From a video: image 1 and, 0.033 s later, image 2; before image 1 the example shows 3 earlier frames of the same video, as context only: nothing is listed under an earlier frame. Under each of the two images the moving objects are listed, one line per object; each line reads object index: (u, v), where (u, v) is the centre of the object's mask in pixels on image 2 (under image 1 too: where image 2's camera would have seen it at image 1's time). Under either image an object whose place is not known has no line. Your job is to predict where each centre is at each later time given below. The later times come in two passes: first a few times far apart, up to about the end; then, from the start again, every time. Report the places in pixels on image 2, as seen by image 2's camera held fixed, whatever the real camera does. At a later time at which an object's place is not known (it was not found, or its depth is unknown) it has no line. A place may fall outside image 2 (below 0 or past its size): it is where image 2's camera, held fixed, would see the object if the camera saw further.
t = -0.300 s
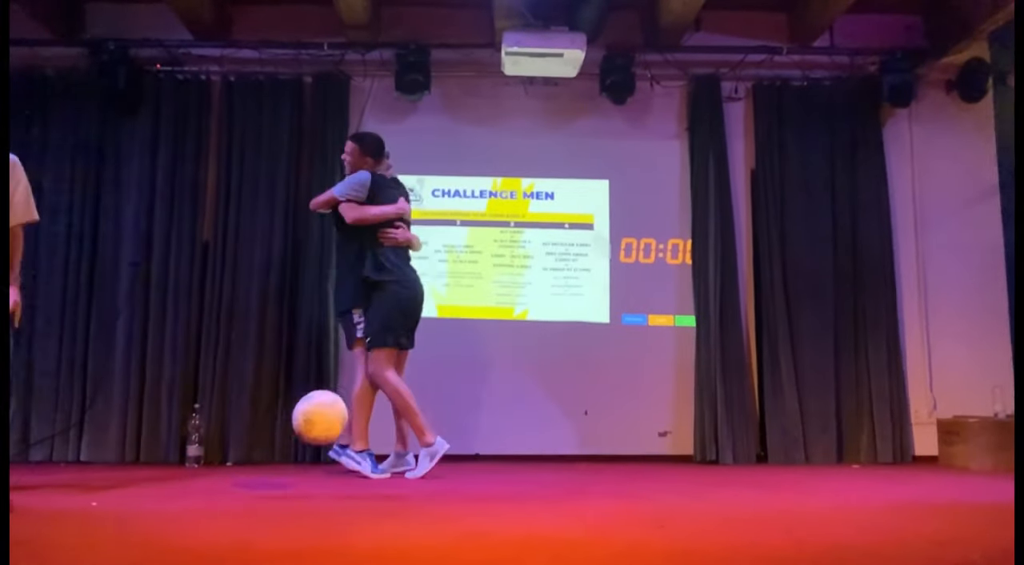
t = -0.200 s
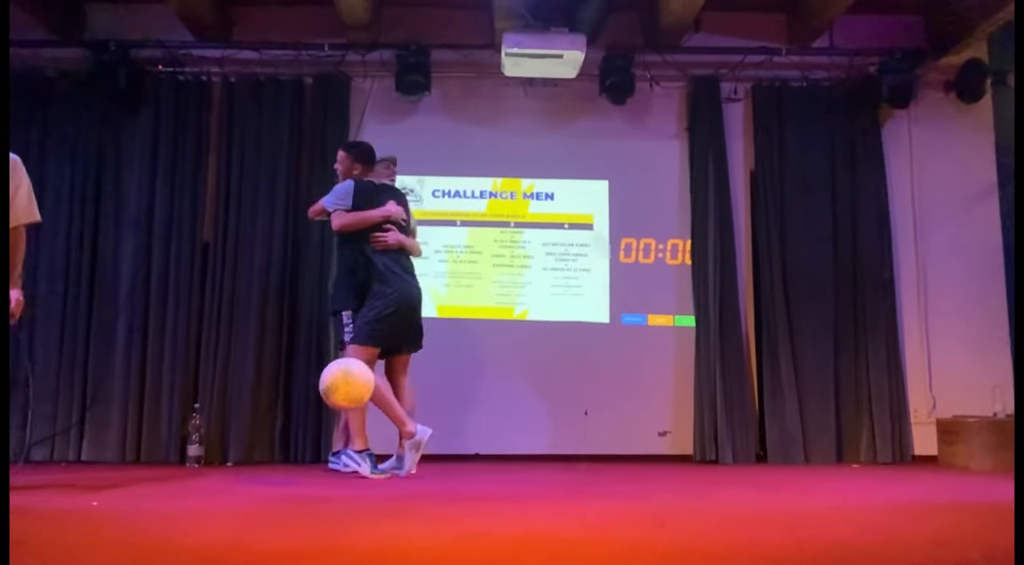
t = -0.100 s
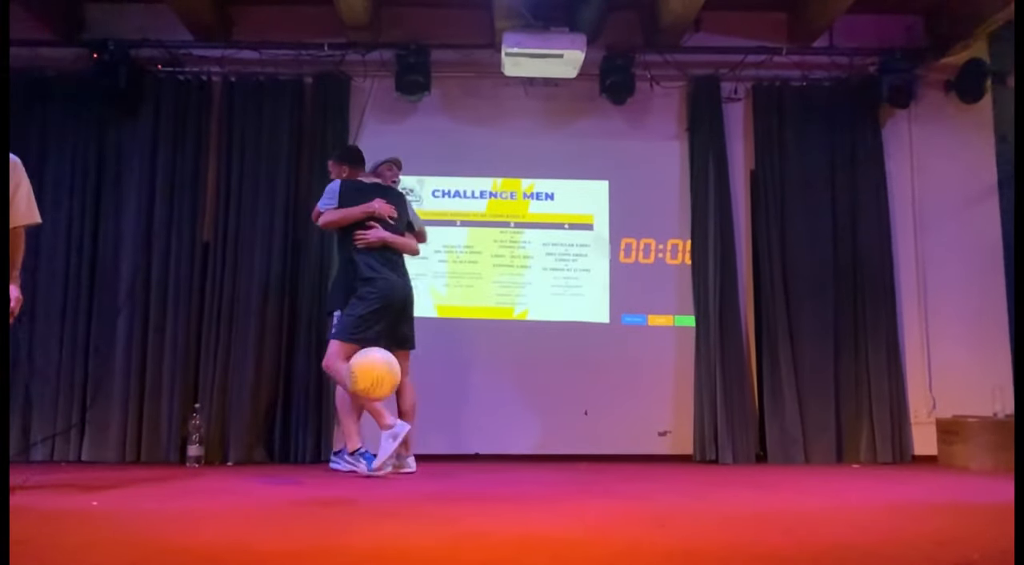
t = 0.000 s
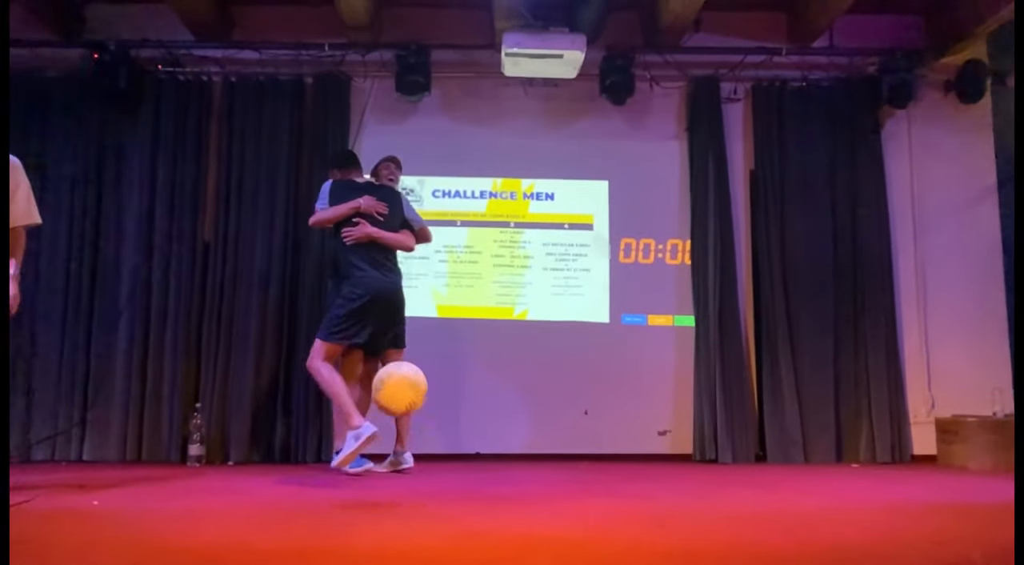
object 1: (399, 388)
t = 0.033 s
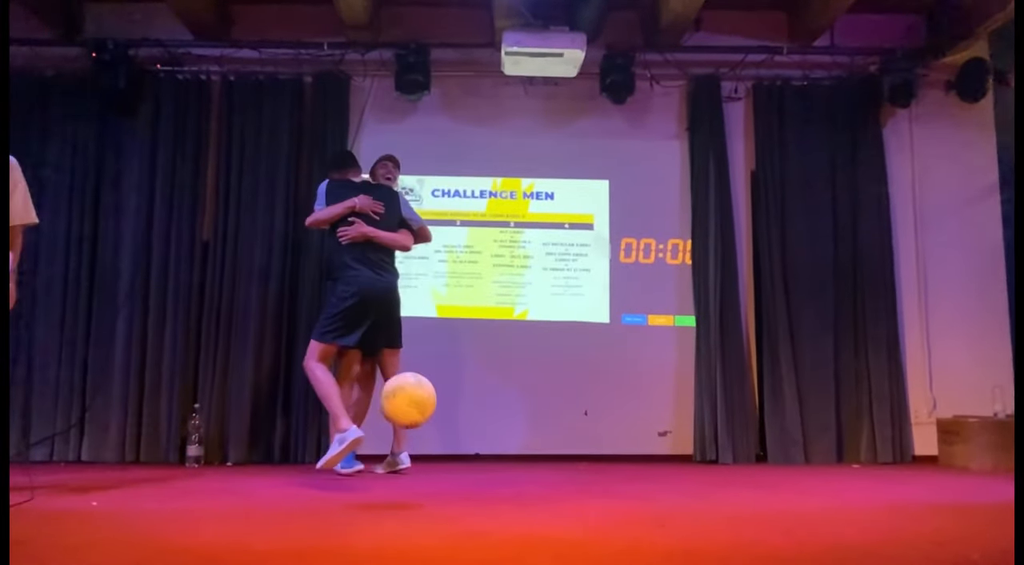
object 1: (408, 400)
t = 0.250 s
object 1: (471, 443)
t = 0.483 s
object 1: (551, 418)
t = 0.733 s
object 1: (645, 449)
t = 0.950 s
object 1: (735, 457)
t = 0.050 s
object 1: (412, 406)
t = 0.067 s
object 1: (417, 414)
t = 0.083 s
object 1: (421, 422)
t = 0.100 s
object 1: (426, 431)
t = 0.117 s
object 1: (430, 440)
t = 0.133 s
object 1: (435, 451)
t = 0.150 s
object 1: (439, 463)
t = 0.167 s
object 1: (444, 475)
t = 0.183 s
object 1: (449, 477)
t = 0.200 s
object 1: (455, 466)
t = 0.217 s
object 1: (460, 458)
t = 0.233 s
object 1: (466, 448)
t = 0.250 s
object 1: (471, 443)
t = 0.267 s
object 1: (477, 436)
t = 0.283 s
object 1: (482, 431)
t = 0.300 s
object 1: (488, 426)
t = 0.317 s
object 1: (493, 421)
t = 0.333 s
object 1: (499, 417)
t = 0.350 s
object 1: (505, 415)
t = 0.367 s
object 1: (510, 412)
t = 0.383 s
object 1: (516, 411)
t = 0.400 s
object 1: (522, 411)
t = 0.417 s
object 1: (528, 411)
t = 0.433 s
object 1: (533, 412)
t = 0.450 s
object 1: (539, 413)
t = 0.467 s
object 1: (545, 415)
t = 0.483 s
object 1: (551, 418)
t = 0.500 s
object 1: (557, 423)
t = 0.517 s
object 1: (563, 428)
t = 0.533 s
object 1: (569, 433)
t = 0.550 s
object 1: (575, 440)
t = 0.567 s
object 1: (582, 447)
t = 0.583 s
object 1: (588, 456)
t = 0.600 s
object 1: (594, 464)
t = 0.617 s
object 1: (601, 476)
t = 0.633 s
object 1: (608, 487)
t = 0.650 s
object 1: (614, 483)
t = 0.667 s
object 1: (621, 476)
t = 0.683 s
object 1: (627, 467)
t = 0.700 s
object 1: (633, 460)
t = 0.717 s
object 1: (639, 454)
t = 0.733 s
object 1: (645, 449)
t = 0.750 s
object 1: (652, 445)
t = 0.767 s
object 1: (659, 440)
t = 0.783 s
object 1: (665, 438)
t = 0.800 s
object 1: (672, 436)
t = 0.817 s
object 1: (679, 435)
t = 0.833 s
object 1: (685, 434)
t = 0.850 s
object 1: (692, 435)
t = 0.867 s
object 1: (699, 437)
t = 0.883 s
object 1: (706, 438)
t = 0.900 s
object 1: (713, 442)
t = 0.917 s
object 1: (721, 446)
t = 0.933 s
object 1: (728, 451)
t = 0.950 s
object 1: (735, 457)
